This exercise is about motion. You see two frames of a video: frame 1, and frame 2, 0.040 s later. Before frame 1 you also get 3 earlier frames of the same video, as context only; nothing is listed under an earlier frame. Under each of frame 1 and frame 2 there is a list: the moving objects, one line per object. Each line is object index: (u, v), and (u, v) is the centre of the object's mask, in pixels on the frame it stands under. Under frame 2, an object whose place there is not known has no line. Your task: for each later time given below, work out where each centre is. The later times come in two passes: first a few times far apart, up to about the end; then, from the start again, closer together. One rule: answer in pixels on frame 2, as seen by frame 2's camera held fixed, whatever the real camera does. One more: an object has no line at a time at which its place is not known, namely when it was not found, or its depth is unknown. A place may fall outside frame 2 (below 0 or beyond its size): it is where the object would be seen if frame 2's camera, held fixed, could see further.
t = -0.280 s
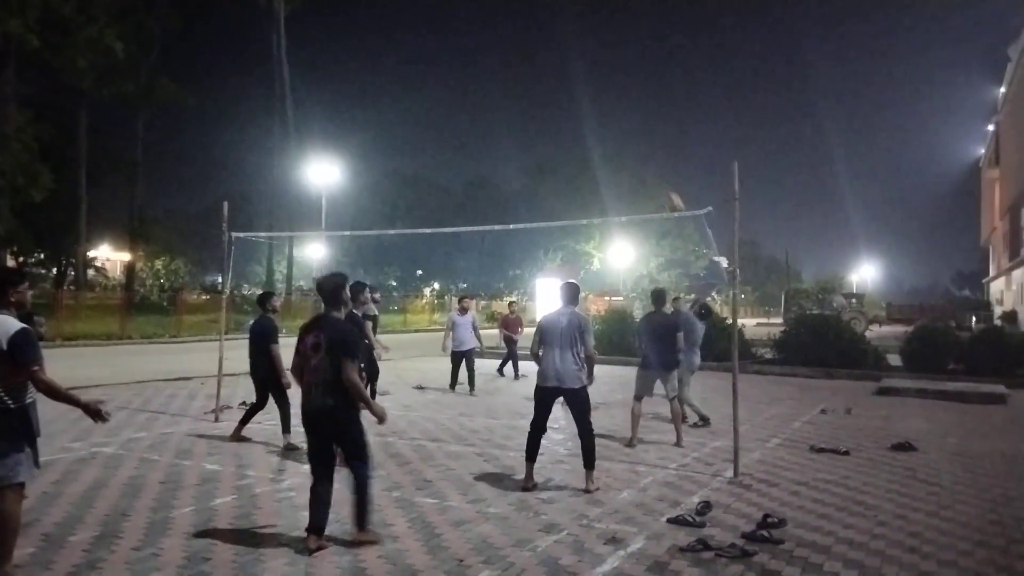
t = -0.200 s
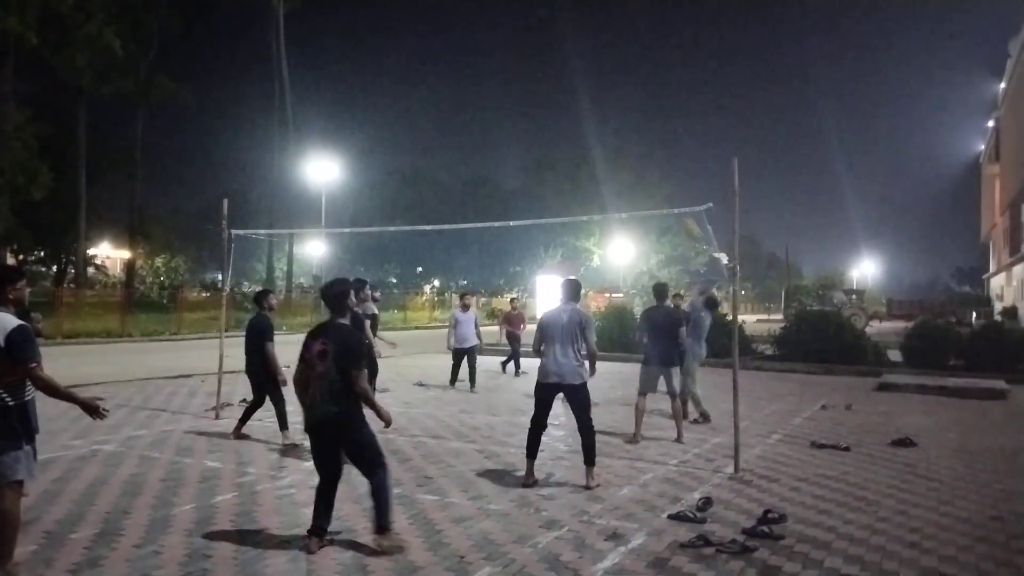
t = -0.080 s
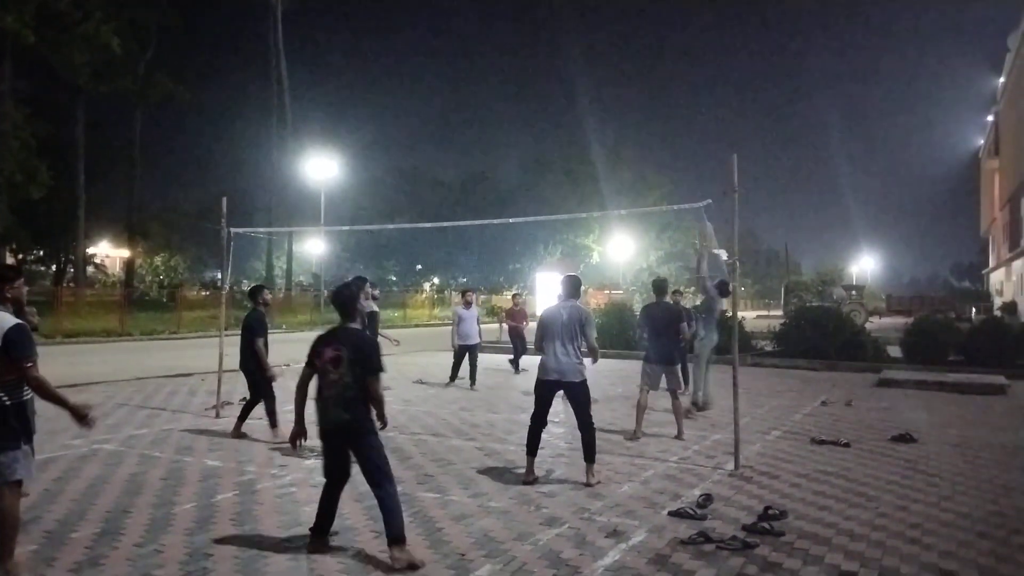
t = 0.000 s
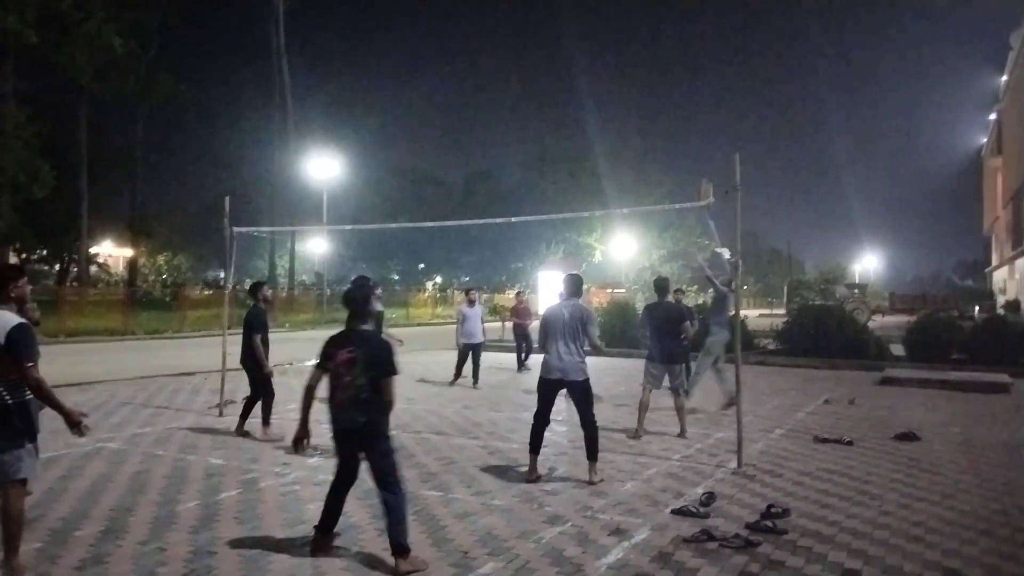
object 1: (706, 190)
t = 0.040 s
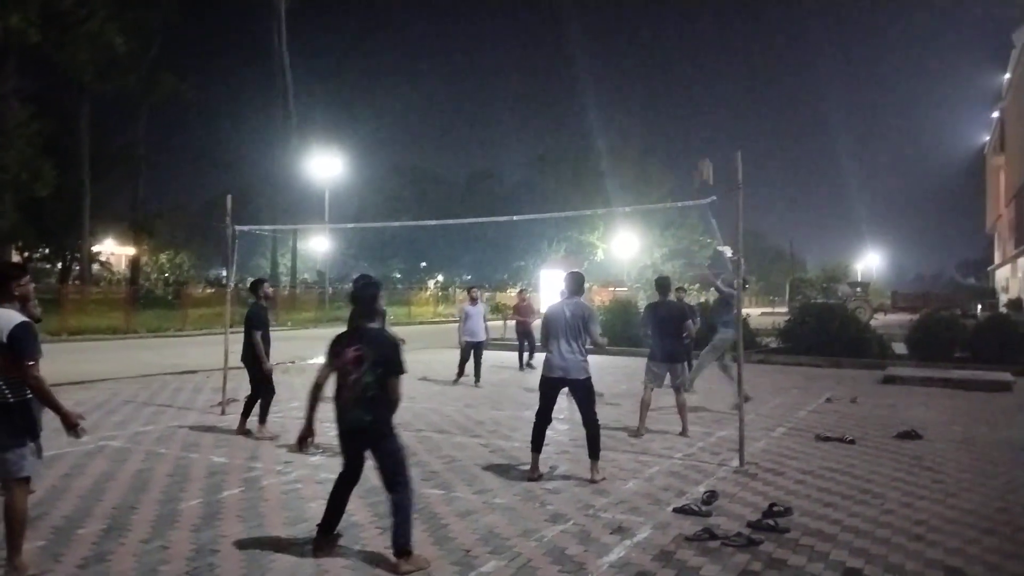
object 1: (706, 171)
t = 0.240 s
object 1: (692, 89)
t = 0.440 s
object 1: (680, 28)
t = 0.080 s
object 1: (703, 155)
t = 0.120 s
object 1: (699, 137)
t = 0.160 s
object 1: (696, 120)
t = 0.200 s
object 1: (694, 105)
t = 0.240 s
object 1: (692, 89)
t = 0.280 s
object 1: (690, 75)
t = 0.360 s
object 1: (685, 49)
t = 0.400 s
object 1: (682, 39)
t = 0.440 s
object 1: (680, 28)
